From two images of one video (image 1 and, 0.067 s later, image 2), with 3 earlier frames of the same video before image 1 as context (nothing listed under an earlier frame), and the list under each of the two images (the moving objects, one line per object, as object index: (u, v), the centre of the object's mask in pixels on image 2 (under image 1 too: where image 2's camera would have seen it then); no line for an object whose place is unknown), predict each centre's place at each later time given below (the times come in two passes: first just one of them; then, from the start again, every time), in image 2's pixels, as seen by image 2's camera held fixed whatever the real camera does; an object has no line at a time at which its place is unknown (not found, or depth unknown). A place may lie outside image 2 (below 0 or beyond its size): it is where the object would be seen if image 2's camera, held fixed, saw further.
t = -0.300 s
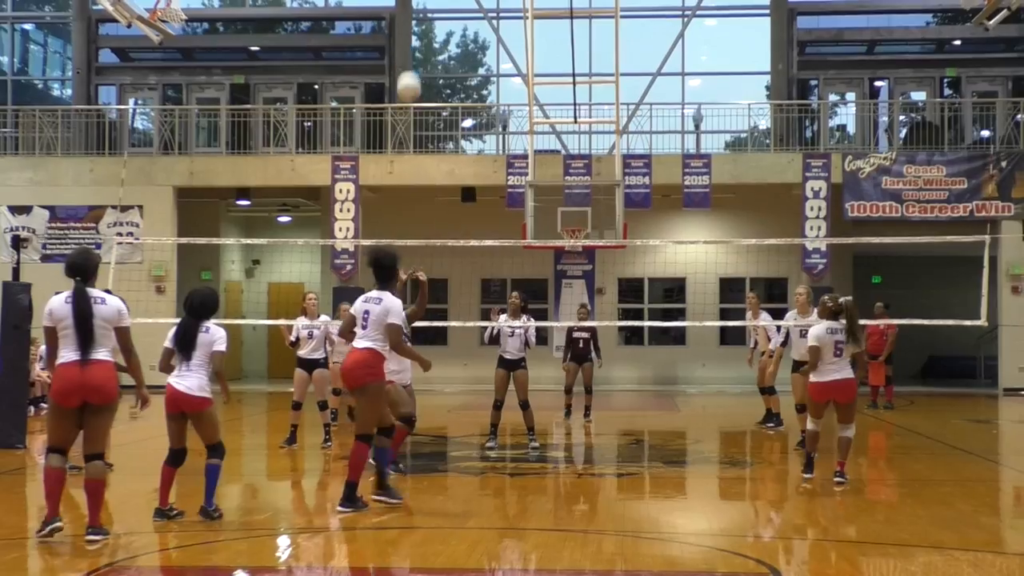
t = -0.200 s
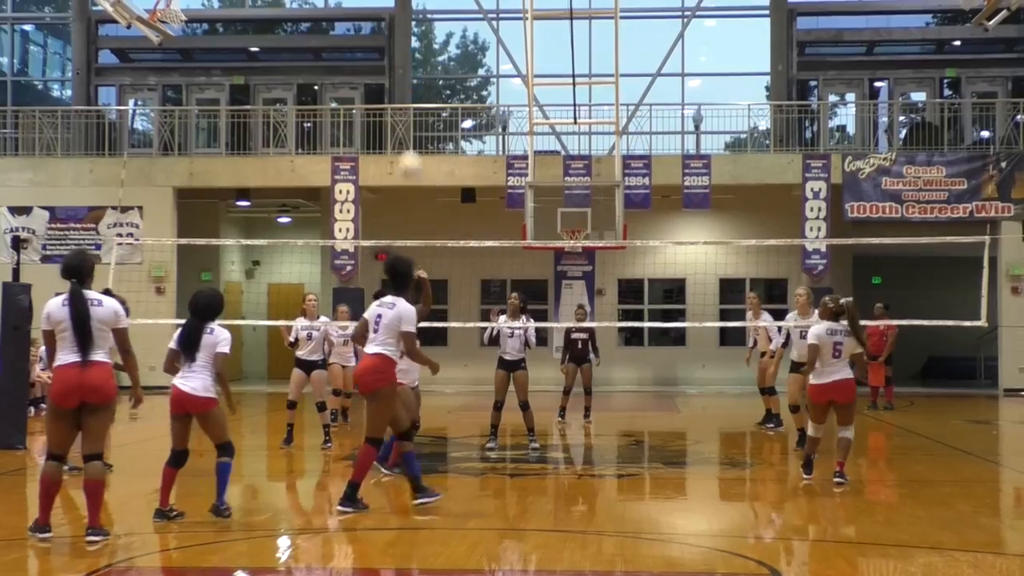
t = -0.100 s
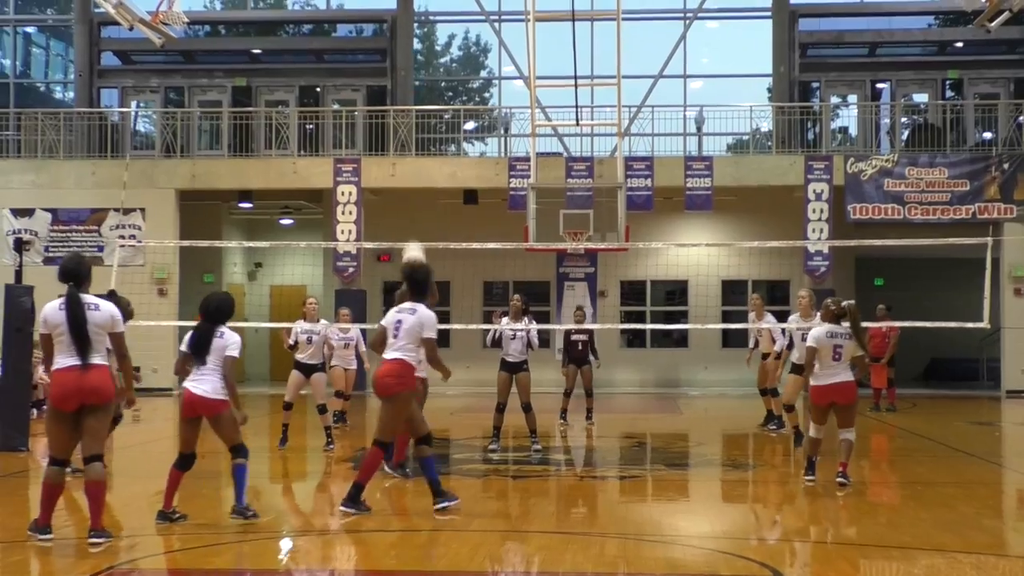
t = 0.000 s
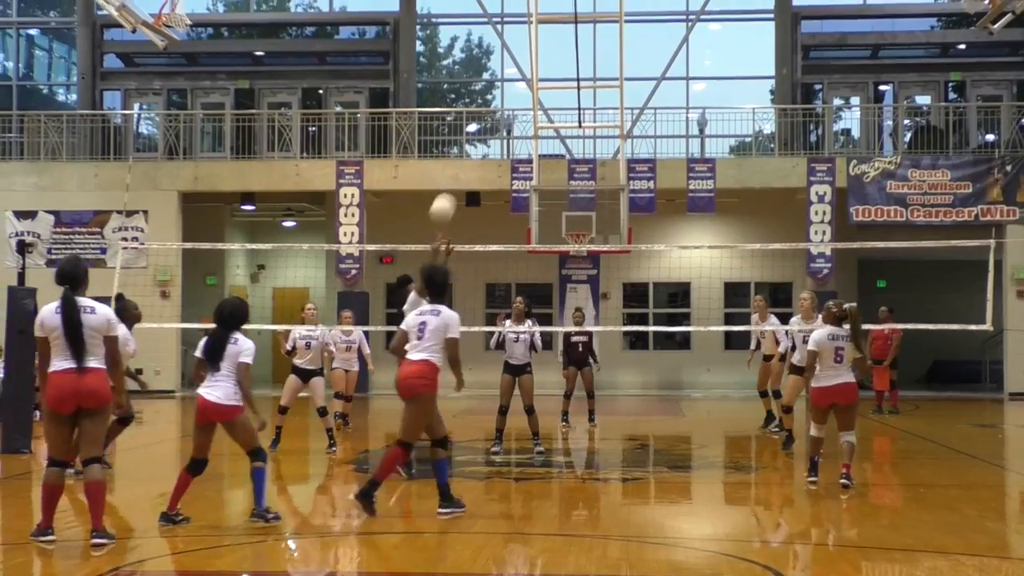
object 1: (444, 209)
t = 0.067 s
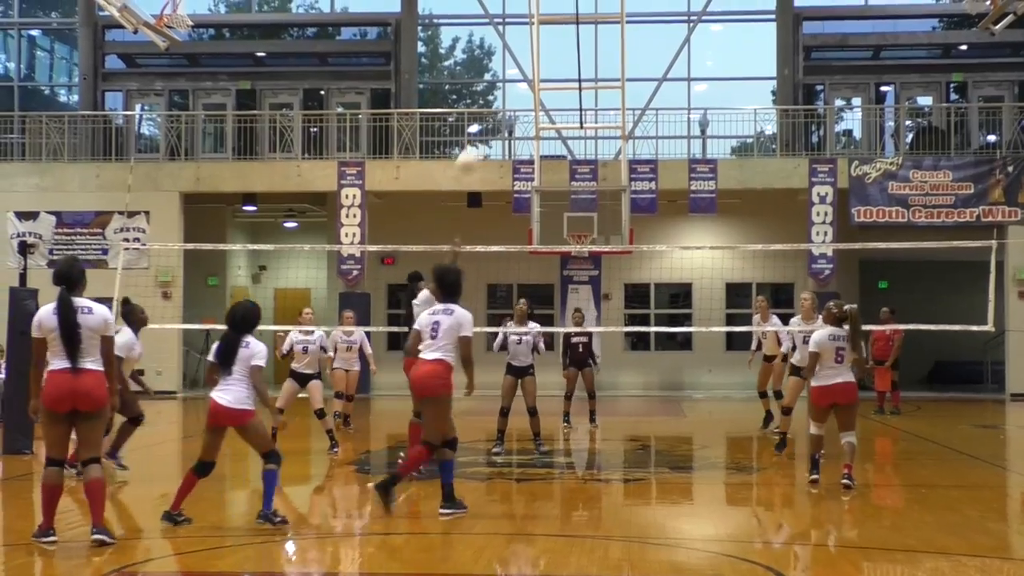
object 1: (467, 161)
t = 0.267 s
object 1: (541, 47)
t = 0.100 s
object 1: (481, 138)
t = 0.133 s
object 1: (492, 117)
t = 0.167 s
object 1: (506, 98)
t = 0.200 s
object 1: (517, 79)
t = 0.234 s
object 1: (528, 62)
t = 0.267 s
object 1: (541, 47)
